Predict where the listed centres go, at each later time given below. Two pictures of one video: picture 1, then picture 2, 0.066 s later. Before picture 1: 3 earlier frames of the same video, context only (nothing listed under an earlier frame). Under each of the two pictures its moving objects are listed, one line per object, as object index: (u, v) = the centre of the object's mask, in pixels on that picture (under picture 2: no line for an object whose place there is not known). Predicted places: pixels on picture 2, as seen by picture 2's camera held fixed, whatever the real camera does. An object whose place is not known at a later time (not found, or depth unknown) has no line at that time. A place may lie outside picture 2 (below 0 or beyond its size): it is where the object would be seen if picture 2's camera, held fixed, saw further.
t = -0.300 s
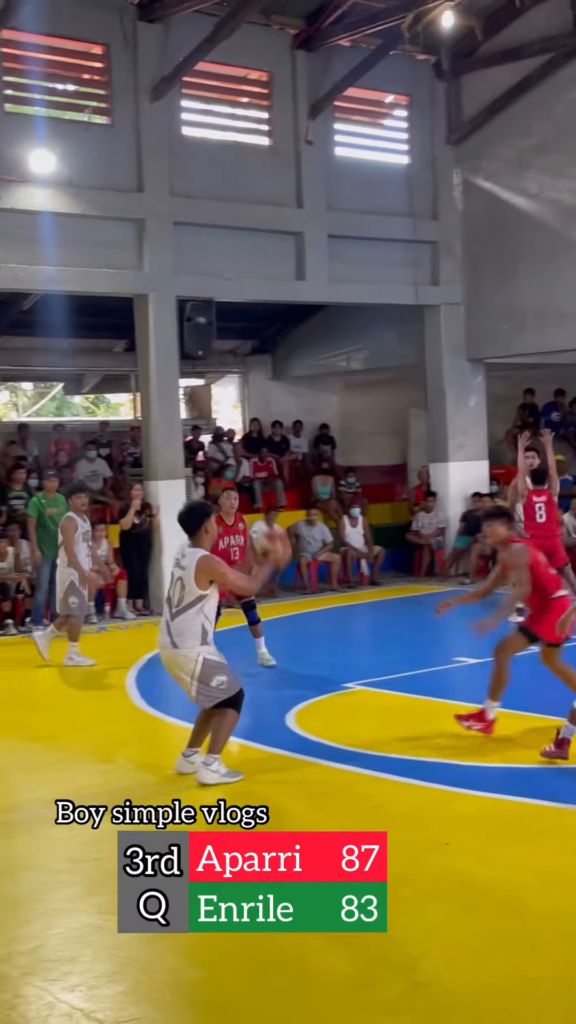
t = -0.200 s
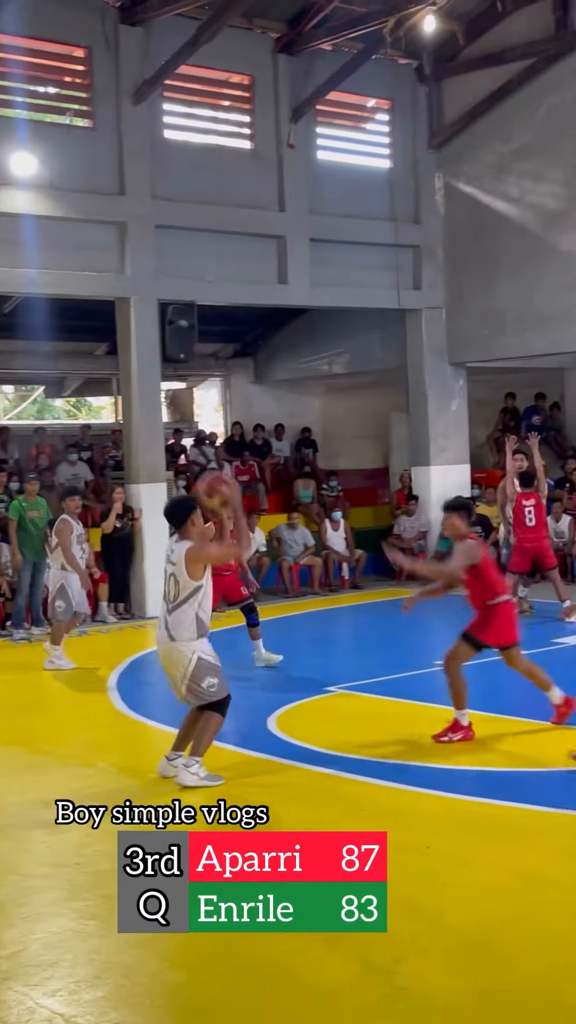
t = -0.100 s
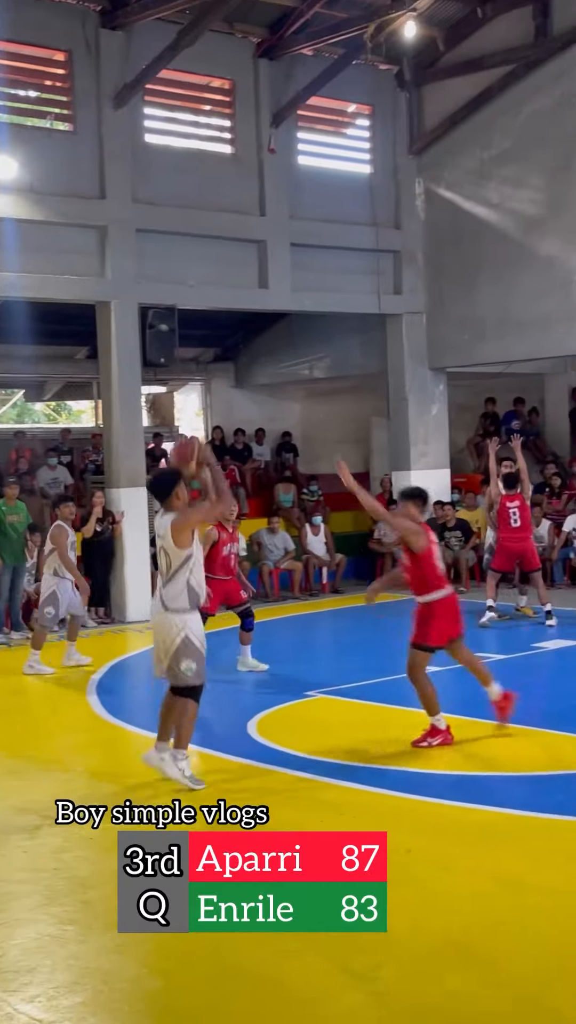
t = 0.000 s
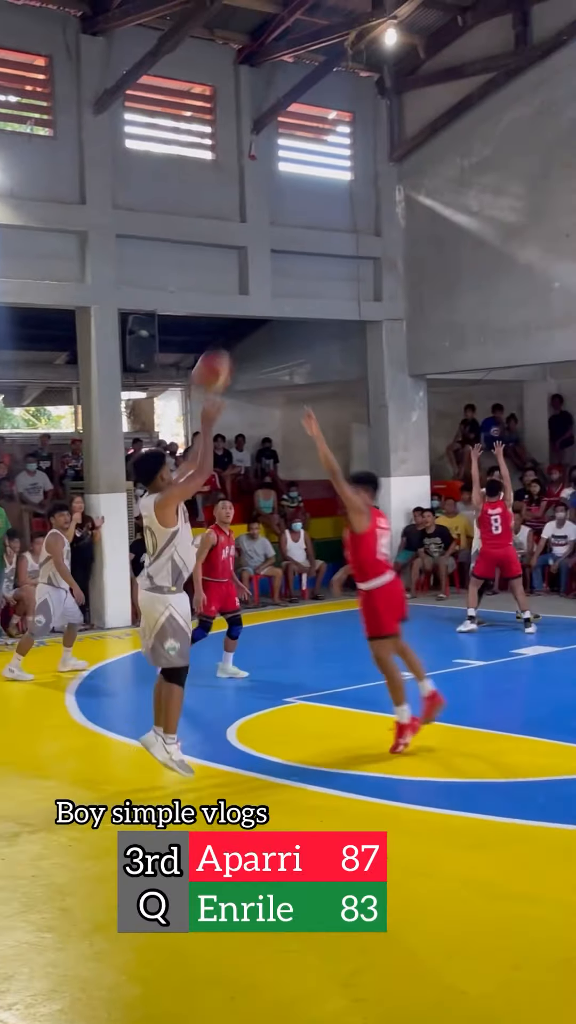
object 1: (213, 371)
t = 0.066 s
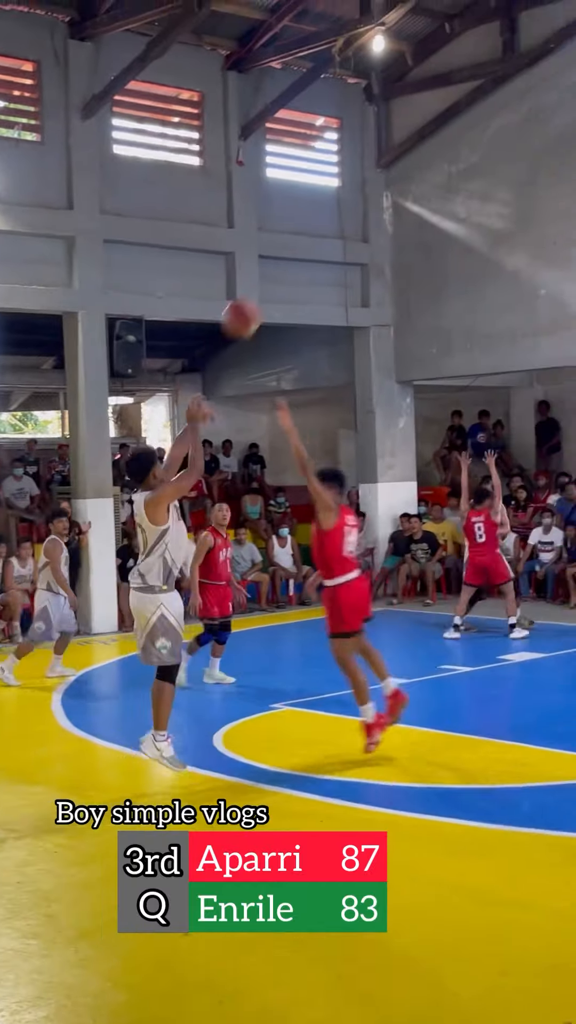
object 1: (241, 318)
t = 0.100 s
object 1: (261, 289)
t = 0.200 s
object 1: (322, 220)
